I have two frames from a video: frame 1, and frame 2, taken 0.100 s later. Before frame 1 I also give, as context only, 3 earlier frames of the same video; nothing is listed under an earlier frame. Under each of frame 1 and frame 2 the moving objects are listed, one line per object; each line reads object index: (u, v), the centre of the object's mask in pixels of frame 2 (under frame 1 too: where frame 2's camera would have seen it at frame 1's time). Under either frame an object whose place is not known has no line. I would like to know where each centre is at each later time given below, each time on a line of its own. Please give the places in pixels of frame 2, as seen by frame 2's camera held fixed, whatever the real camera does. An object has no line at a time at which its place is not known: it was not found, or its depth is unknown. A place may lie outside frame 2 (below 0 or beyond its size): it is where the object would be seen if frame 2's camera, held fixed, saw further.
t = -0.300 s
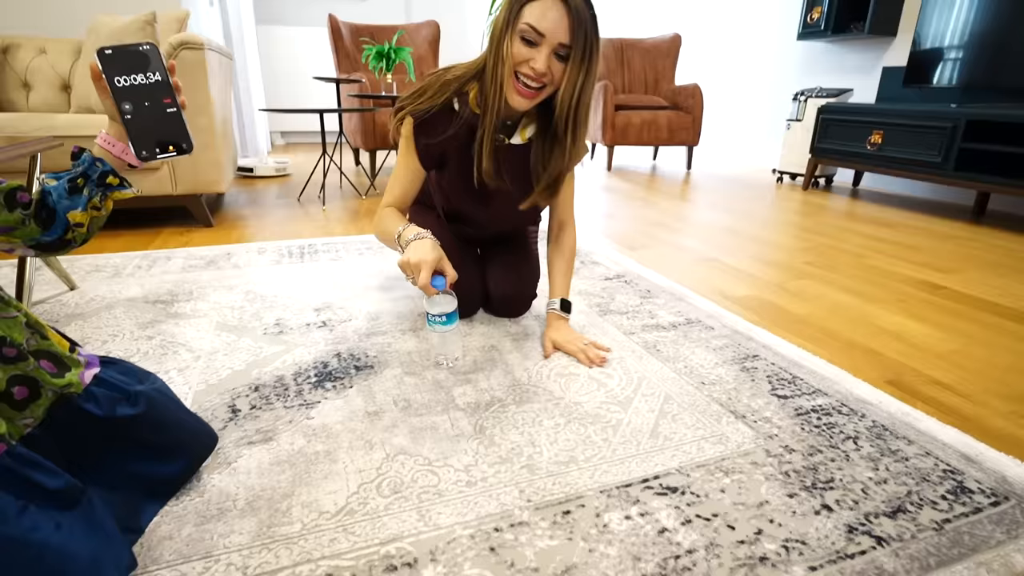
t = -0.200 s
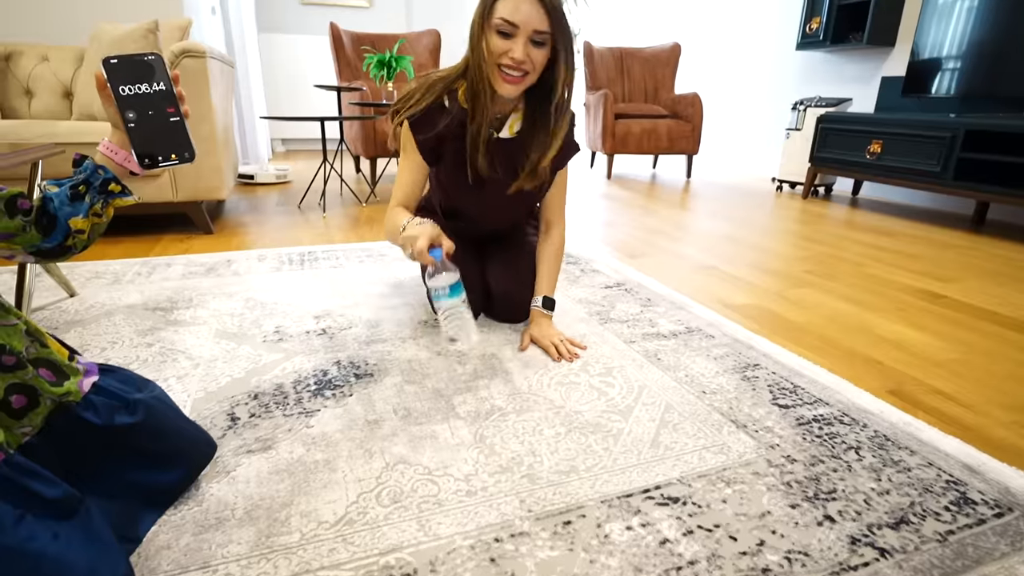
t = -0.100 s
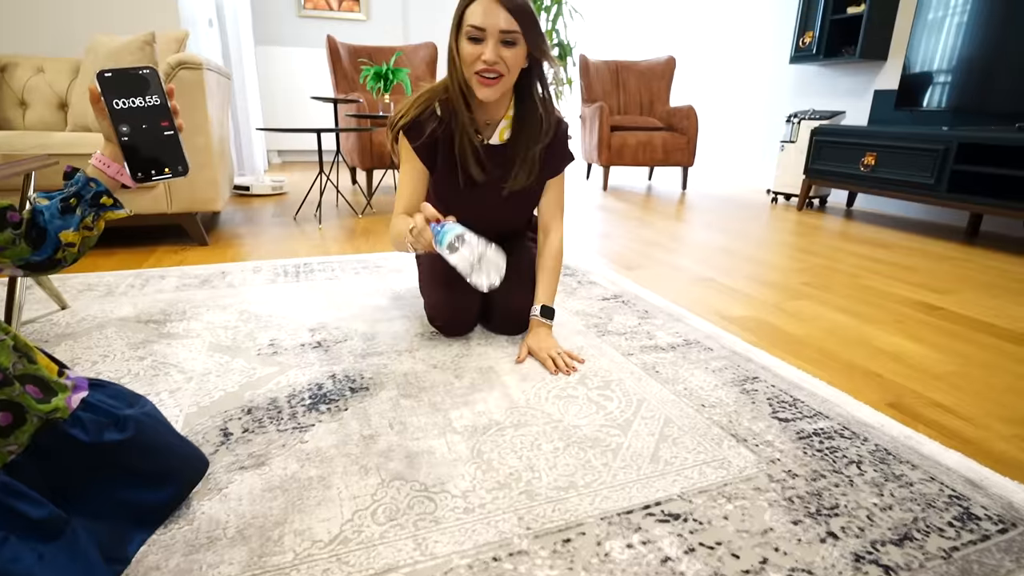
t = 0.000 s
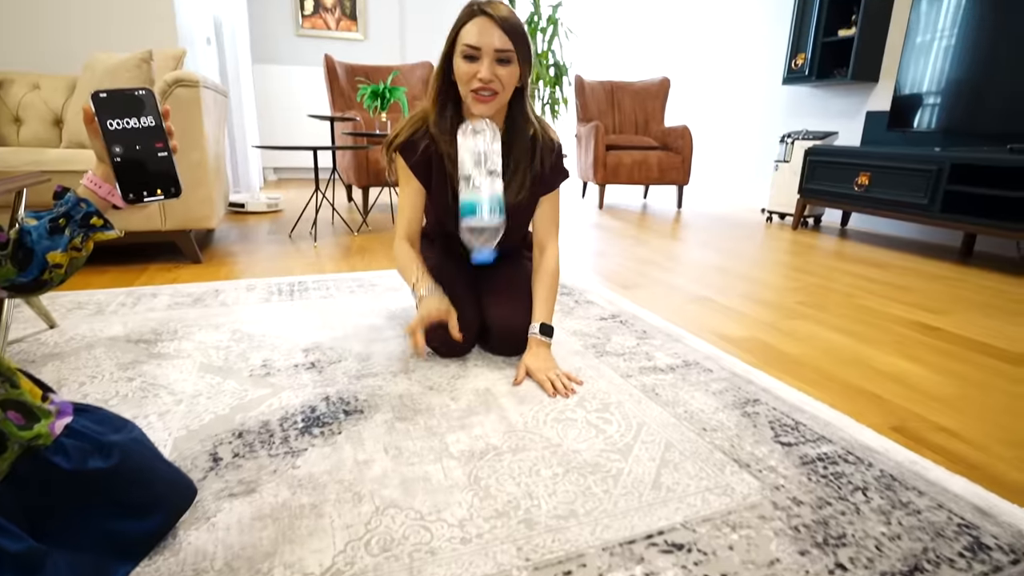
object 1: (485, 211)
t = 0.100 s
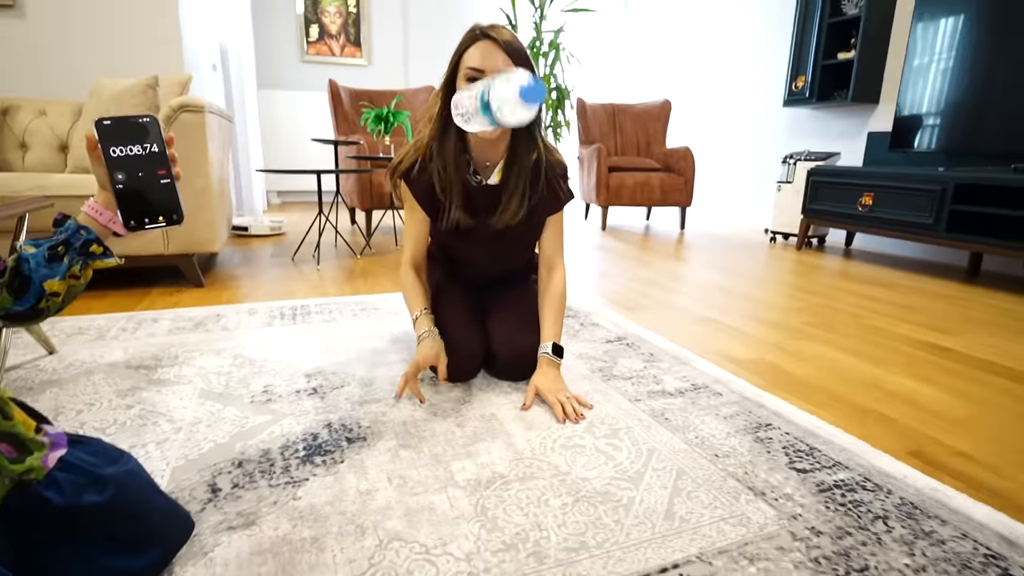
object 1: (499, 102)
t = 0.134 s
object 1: (497, 83)
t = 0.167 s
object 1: (497, 79)
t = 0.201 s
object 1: (497, 80)
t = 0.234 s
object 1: (498, 96)
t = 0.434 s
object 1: (495, 382)
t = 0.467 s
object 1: (494, 428)
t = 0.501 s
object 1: (493, 520)
